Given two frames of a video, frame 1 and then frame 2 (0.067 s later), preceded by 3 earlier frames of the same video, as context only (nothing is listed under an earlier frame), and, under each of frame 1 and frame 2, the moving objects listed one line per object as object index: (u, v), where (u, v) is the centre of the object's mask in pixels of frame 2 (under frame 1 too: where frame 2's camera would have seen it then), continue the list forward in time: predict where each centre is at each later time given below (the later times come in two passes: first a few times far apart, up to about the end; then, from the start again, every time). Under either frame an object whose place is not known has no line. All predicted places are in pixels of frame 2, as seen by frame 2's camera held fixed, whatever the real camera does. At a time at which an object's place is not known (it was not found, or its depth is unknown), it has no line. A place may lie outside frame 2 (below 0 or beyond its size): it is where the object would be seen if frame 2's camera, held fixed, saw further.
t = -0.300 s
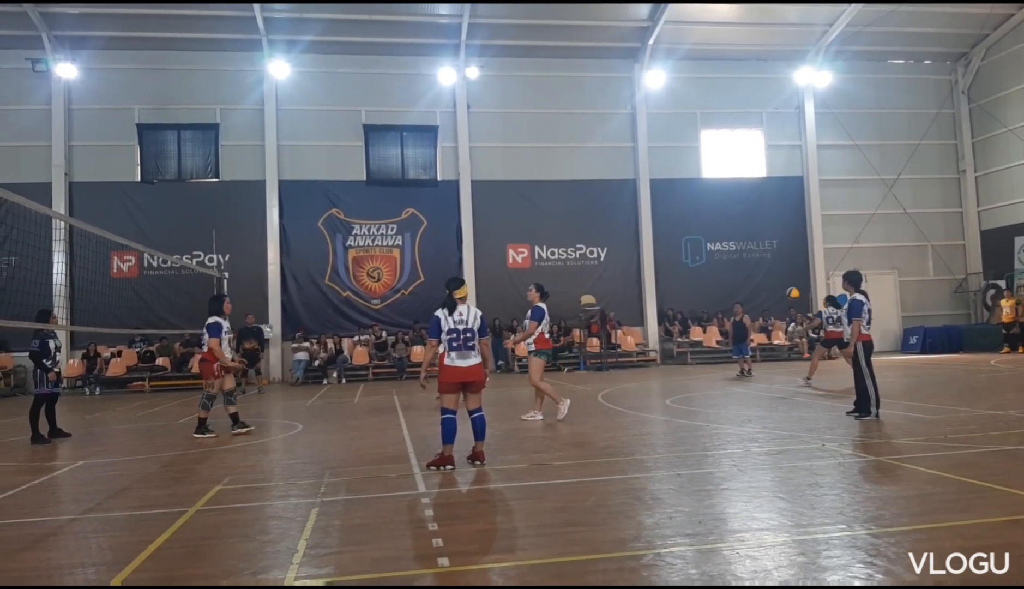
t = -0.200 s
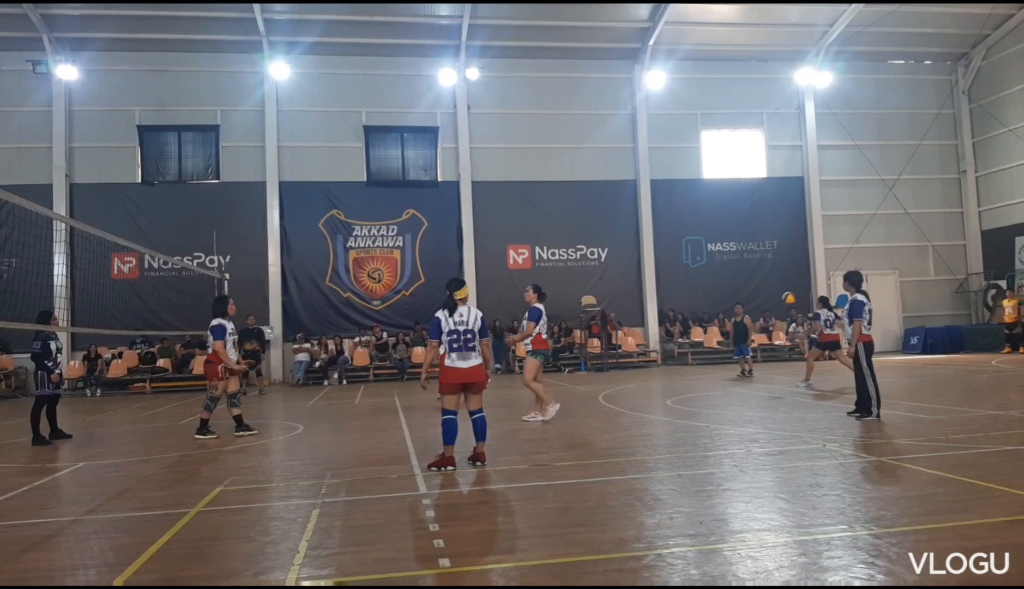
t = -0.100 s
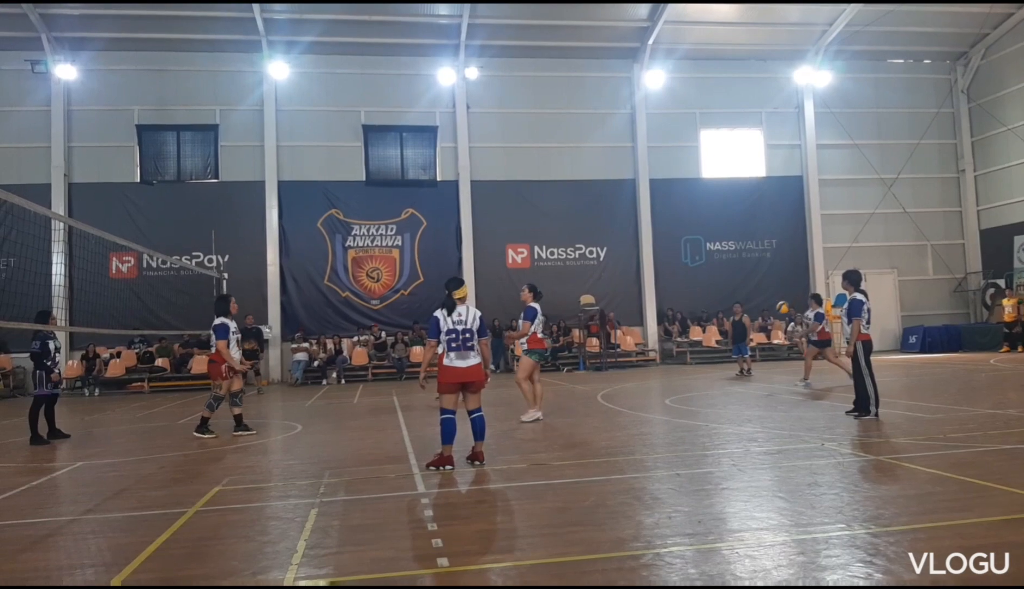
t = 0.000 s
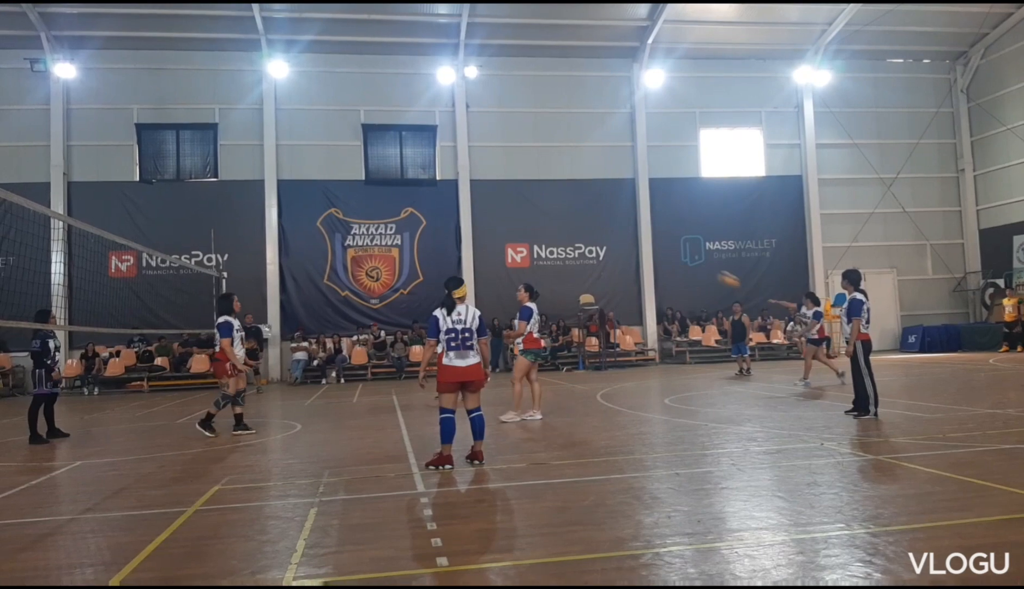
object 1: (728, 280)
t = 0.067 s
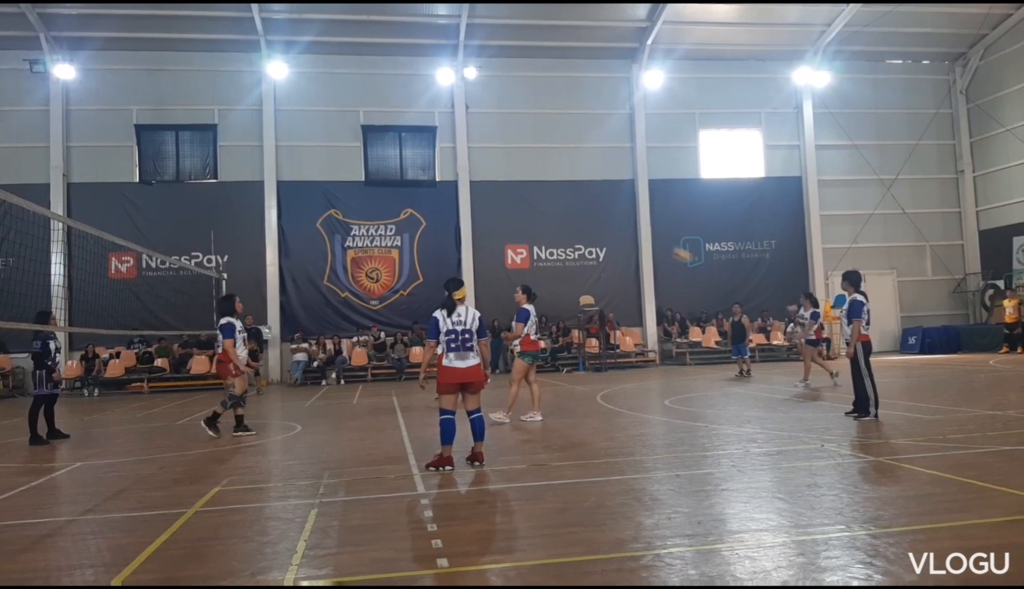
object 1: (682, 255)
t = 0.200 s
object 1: (587, 210)
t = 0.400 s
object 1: (436, 164)
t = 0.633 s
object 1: (249, 135)
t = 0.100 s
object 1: (660, 244)
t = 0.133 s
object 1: (633, 231)
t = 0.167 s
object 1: (611, 221)
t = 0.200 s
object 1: (587, 210)
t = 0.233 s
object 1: (561, 200)
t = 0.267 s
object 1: (537, 193)
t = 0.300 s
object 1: (513, 186)
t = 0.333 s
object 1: (487, 177)
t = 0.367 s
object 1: (462, 171)
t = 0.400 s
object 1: (436, 164)
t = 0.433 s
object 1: (410, 158)
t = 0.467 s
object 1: (384, 152)
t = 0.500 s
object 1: (358, 147)
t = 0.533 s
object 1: (330, 143)
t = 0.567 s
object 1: (303, 139)
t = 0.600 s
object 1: (276, 137)
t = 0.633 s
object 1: (249, 135)
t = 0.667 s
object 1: (219, 134)
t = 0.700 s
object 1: (192, 132)
